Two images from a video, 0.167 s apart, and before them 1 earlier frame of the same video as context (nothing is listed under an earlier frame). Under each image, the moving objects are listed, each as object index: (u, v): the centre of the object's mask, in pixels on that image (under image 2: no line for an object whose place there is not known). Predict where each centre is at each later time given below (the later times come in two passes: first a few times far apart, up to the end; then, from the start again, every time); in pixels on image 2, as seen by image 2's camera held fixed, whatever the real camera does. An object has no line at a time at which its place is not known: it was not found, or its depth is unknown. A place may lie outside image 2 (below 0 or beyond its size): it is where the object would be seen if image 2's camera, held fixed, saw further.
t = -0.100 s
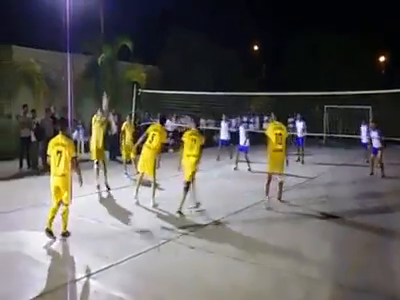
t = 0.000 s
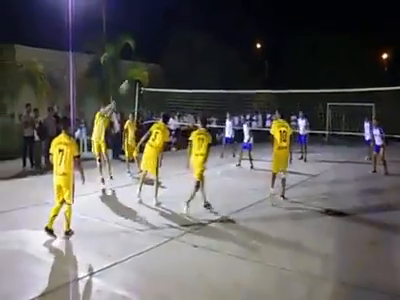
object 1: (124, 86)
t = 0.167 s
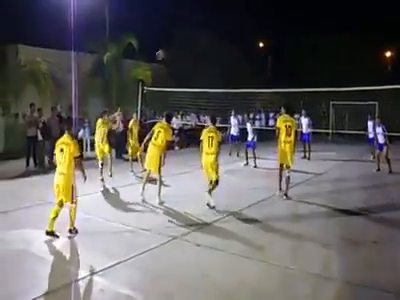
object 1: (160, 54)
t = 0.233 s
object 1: (170, 47)
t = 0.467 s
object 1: (203, 39)
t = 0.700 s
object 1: (227, 52)
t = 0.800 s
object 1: (235, 63)
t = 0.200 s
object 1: (166, 49)
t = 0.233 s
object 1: (170, 47)
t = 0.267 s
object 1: (176, 43)
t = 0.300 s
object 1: (181, 42)
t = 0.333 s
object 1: (185, 40)
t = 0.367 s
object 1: (190, 39)
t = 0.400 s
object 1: (194, 38)
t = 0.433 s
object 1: (199, 38)
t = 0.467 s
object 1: (203, 39)
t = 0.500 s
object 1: (207, 39)
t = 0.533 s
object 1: (210, 41)
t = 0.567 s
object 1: (214, 42)
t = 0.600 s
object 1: (218, 45)
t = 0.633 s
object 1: (221, 47)
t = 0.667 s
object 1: (224, 49)
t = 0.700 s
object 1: (227, 52)
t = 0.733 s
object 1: (230, 55)
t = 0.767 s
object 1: (233, 58)
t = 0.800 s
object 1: (235, 63)
